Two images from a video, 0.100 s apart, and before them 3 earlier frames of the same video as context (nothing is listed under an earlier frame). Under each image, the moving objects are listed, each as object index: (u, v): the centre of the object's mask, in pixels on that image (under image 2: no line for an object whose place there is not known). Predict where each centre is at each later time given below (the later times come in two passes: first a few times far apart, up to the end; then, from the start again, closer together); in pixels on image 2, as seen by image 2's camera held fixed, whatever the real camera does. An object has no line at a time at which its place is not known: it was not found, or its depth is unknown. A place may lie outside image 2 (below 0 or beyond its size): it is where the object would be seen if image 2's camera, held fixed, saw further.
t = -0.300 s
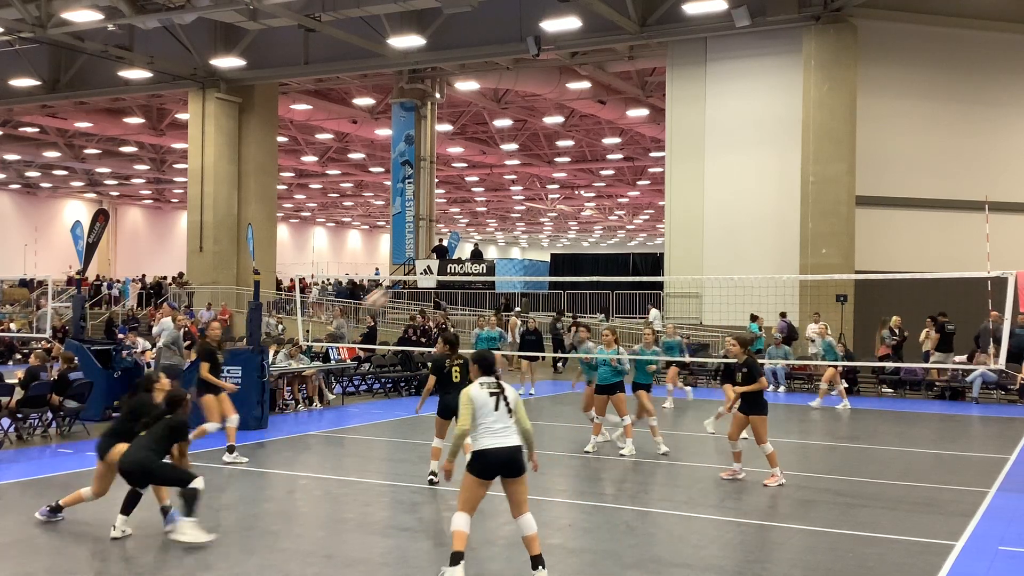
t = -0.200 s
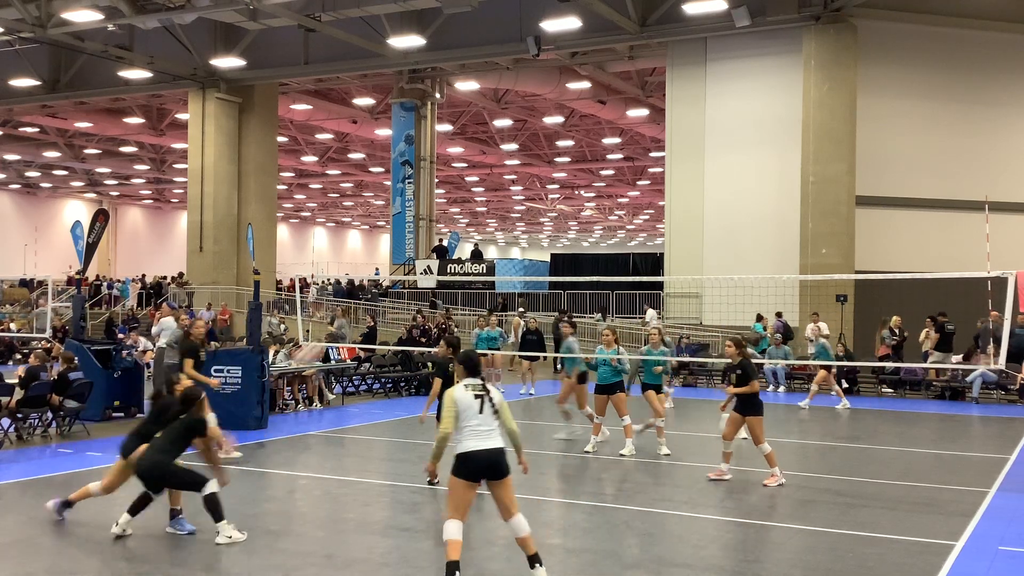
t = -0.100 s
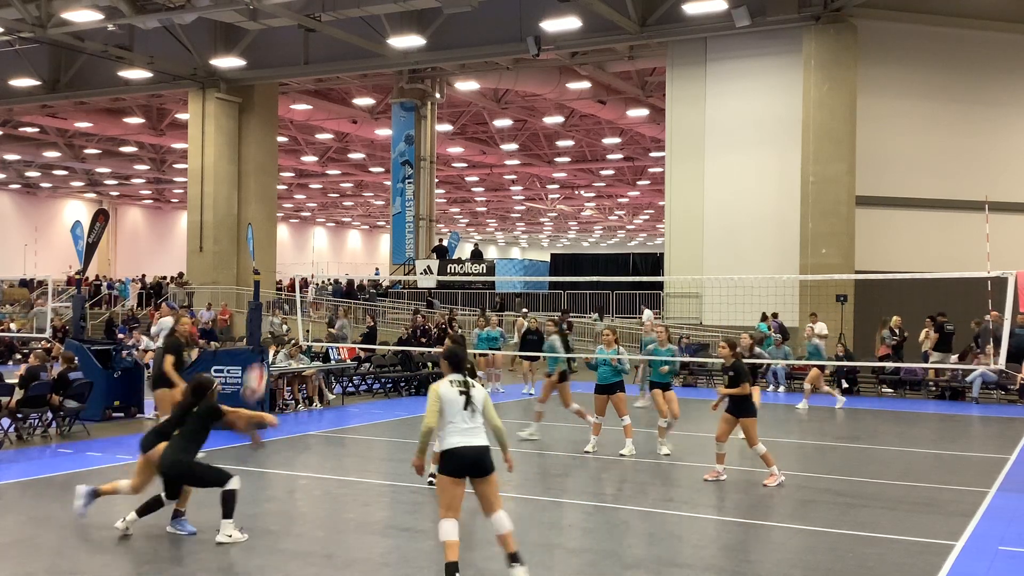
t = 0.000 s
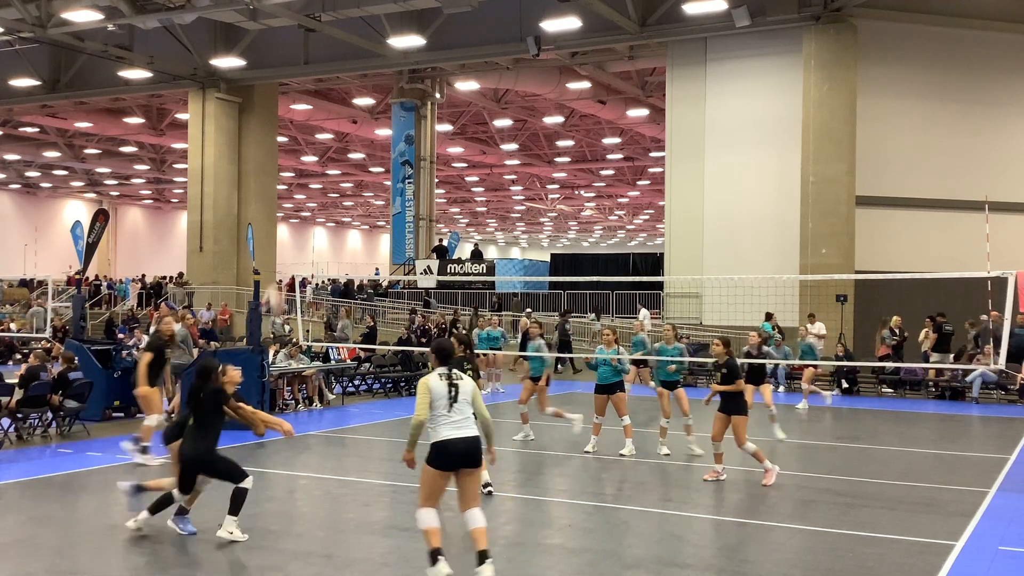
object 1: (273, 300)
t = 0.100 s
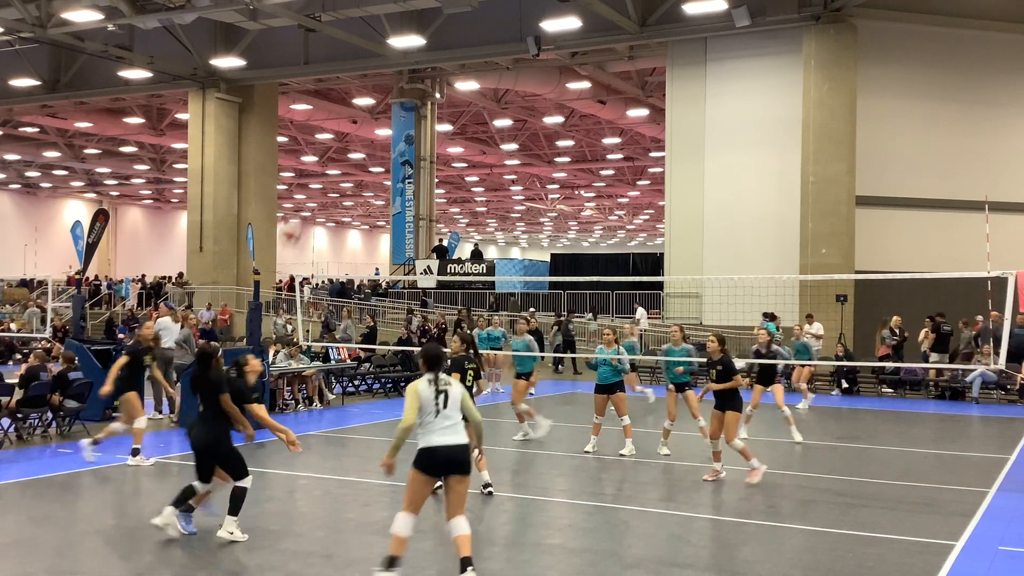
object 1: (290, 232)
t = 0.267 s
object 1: (315, 143)
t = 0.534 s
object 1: (349, 69)
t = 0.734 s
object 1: (371, 65)
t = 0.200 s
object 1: (306, 172)
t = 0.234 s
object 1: (311, 158)
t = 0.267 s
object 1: (315, 143)
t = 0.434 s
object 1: (337, 88)
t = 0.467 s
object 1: (341, 80)
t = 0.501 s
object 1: (345, 73)
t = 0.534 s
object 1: (349, 69)
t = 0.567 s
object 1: (353, 65)
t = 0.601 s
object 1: (357, 63)
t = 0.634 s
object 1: (359, 62)
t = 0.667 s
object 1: (364, 61)
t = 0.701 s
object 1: (367, 62)
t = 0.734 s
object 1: (371, 65)
